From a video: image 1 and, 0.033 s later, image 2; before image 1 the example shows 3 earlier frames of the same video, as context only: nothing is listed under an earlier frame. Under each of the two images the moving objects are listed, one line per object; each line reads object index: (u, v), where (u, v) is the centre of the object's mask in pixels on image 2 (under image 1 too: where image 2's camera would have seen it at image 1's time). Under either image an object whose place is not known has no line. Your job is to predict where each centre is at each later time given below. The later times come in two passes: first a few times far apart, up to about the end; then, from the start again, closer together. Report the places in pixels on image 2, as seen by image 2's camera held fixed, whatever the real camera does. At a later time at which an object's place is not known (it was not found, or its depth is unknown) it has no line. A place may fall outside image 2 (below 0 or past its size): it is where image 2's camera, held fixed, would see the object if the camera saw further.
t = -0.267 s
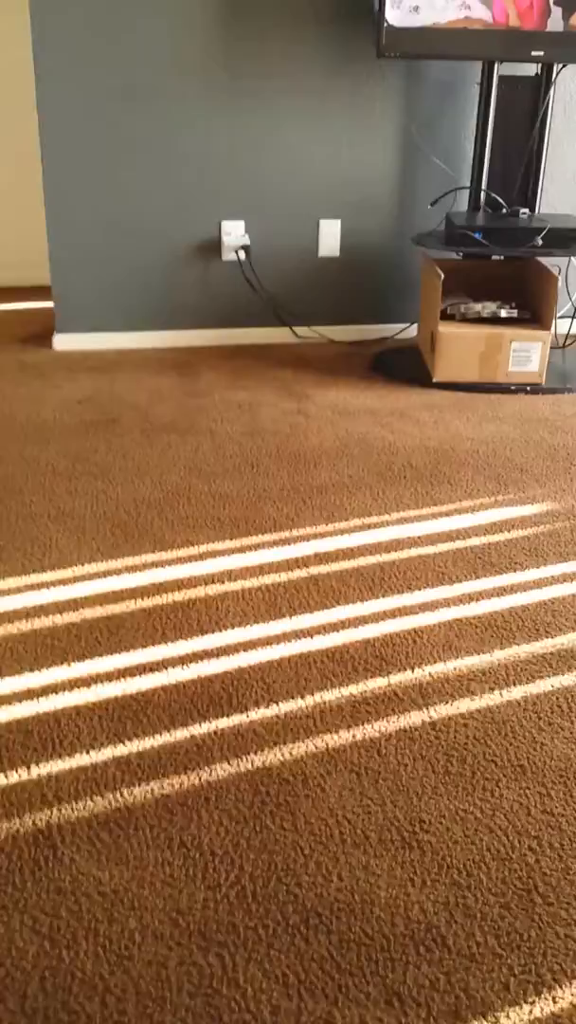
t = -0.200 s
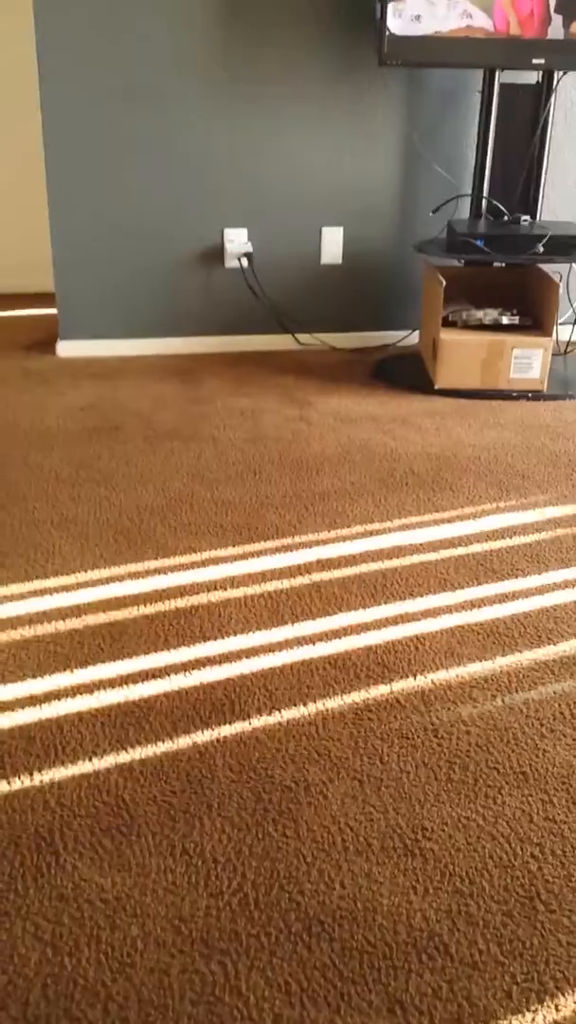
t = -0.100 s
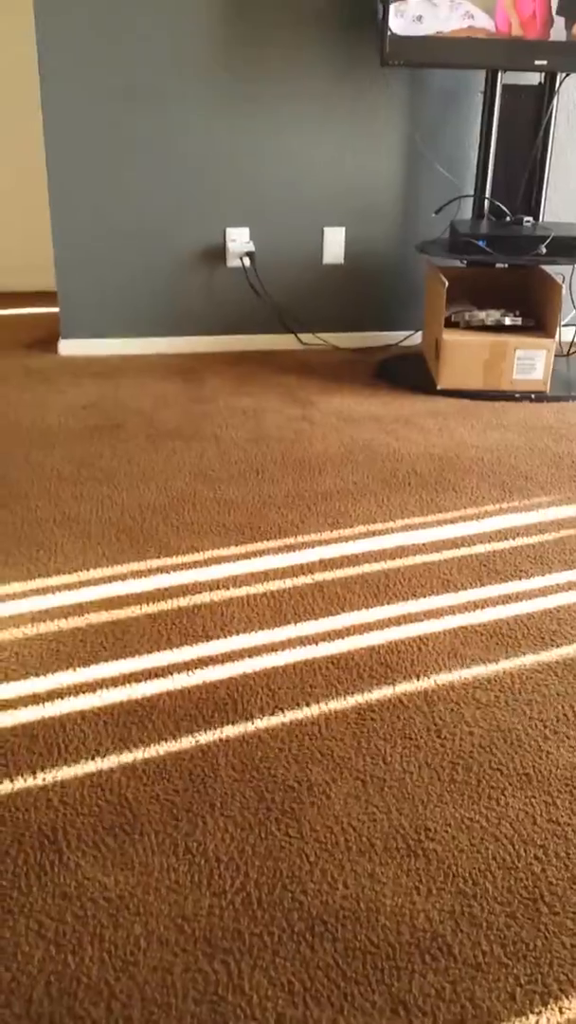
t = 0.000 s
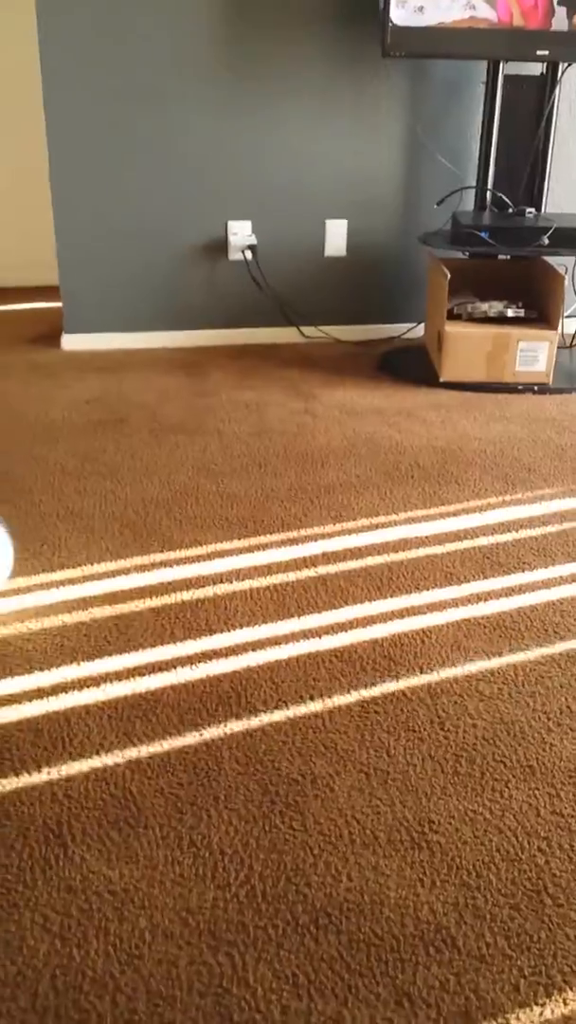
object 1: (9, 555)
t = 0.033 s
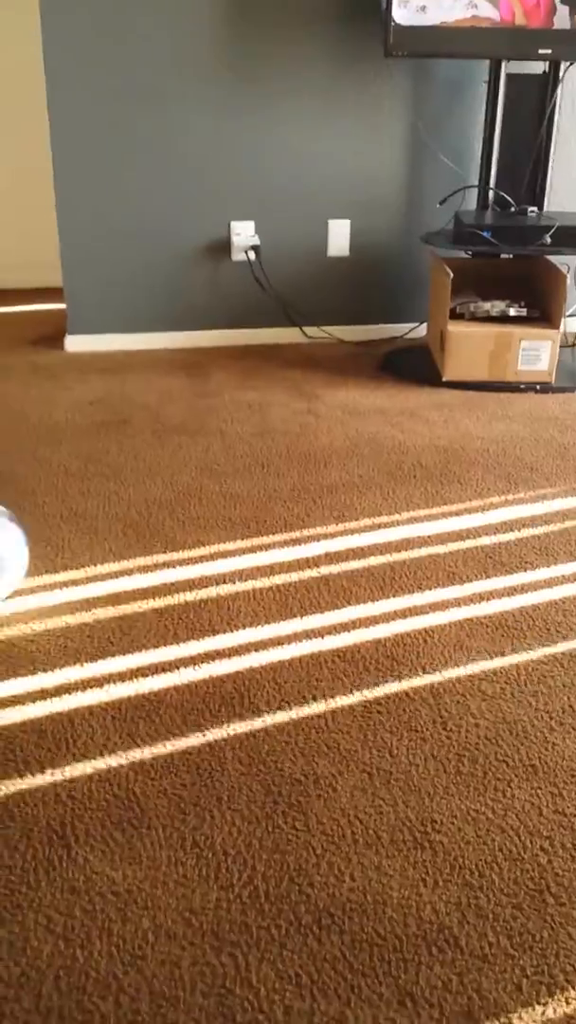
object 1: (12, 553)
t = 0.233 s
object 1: (211, 530)
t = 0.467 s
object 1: (433, 508)
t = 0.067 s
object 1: (14, 552)
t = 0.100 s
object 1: (33, 543)
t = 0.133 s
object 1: (61, 535)
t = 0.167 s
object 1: (114, 527)
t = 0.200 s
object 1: (164, 525)
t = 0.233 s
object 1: (211, 530)
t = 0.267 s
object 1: (247, 523)
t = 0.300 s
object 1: (282, 519)
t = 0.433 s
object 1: (407, 510)
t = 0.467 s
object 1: (433, 508)
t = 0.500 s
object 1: (454, 505)
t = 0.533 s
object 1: (477, 502)
